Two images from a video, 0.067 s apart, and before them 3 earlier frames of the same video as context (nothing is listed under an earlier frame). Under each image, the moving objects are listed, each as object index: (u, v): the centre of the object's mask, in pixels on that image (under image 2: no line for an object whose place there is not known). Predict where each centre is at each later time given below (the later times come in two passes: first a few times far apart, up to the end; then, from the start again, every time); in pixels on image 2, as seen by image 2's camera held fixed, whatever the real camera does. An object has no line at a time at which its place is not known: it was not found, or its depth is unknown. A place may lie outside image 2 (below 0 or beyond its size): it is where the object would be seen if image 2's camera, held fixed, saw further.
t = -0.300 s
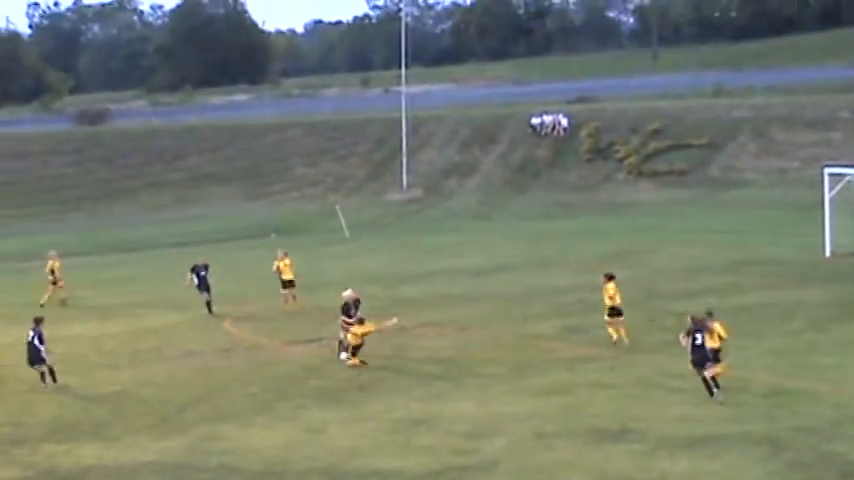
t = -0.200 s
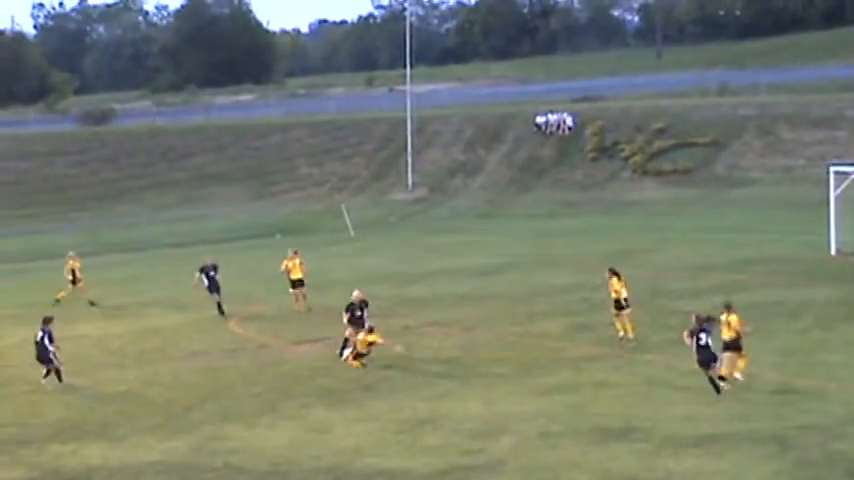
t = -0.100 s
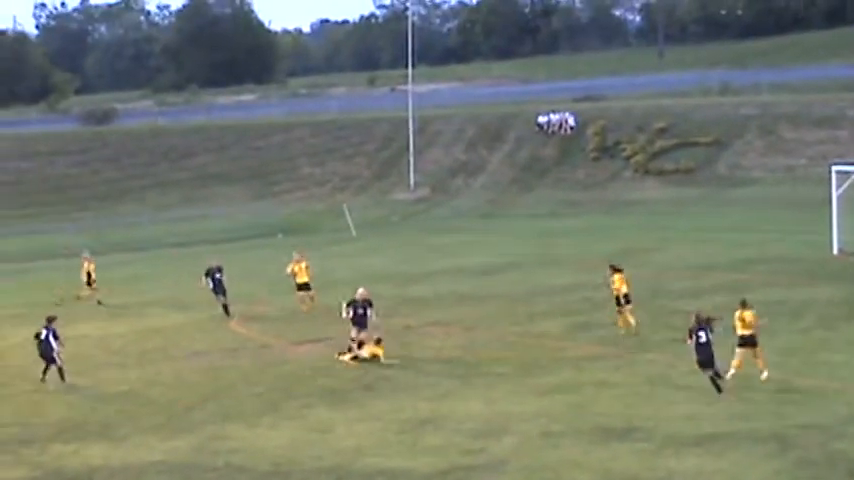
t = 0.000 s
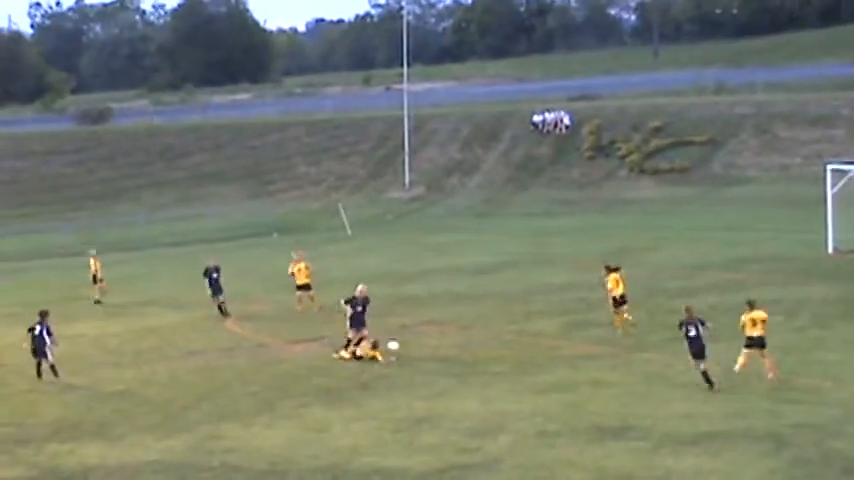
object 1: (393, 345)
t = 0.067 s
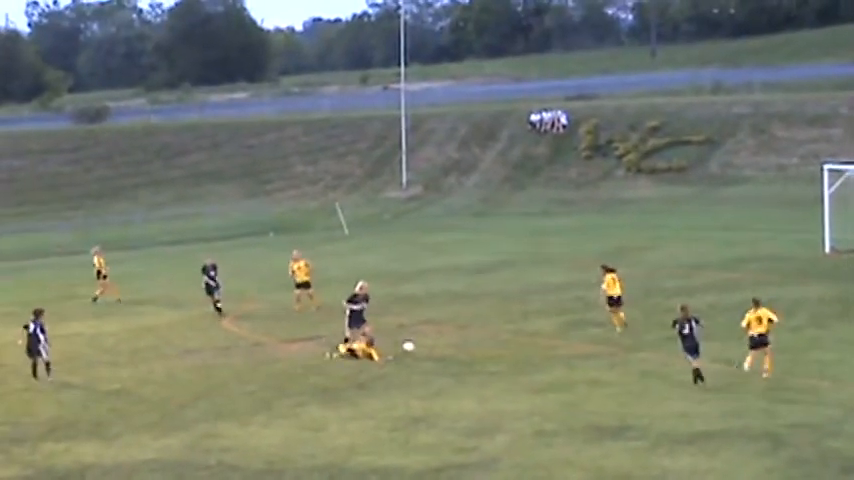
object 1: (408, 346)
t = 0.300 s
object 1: (457, 344)
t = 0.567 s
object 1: (501, 342)
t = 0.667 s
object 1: (514, 340)
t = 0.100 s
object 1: (417, 346)
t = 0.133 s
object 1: (424, 345)
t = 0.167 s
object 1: (431, 345)
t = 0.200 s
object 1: (437, 344)
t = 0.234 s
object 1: (444, 343)
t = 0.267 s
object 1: (451, 344)
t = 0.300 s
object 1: (457, 344)
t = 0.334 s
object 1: (463, 345)
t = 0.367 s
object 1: (468, 343)
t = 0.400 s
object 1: (474, 343)
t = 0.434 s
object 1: (480, 342)
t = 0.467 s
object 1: (486, 343)
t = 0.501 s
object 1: (491, 343)
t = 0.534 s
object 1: (496, 343)
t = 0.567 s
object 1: (501, 342)
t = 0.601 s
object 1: (505, 342)
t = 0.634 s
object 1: (510, 341)
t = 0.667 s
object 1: (514, 340)
